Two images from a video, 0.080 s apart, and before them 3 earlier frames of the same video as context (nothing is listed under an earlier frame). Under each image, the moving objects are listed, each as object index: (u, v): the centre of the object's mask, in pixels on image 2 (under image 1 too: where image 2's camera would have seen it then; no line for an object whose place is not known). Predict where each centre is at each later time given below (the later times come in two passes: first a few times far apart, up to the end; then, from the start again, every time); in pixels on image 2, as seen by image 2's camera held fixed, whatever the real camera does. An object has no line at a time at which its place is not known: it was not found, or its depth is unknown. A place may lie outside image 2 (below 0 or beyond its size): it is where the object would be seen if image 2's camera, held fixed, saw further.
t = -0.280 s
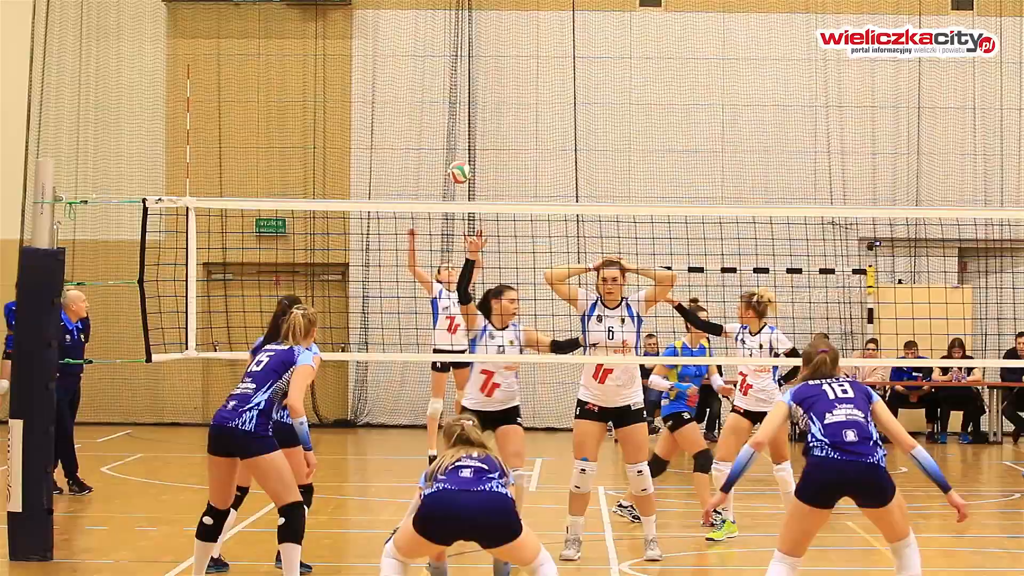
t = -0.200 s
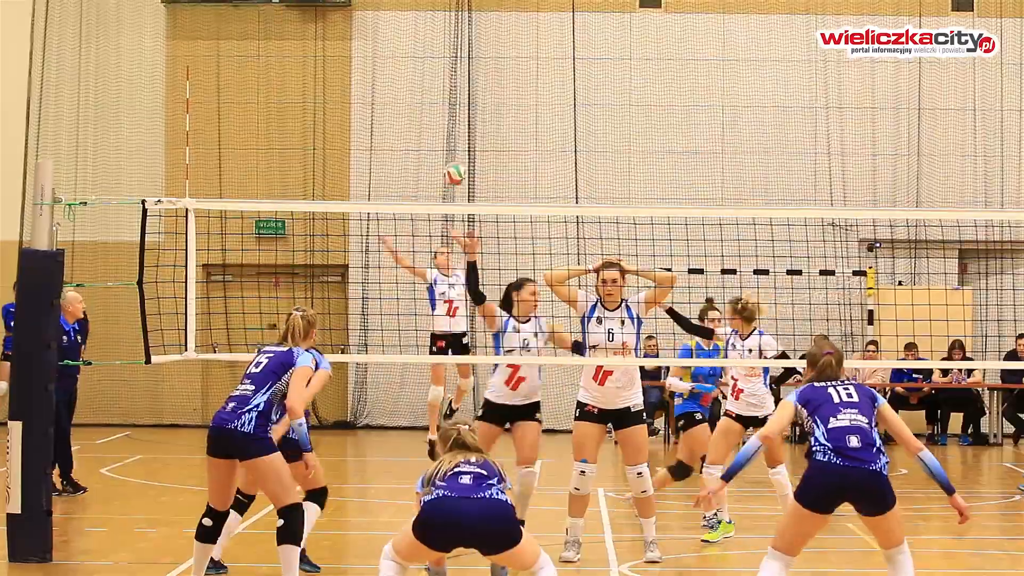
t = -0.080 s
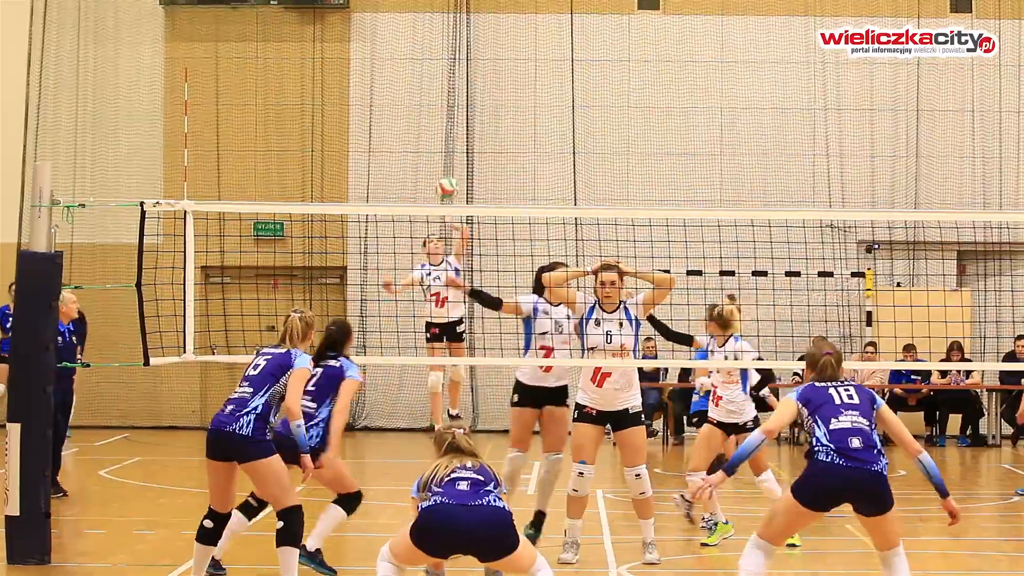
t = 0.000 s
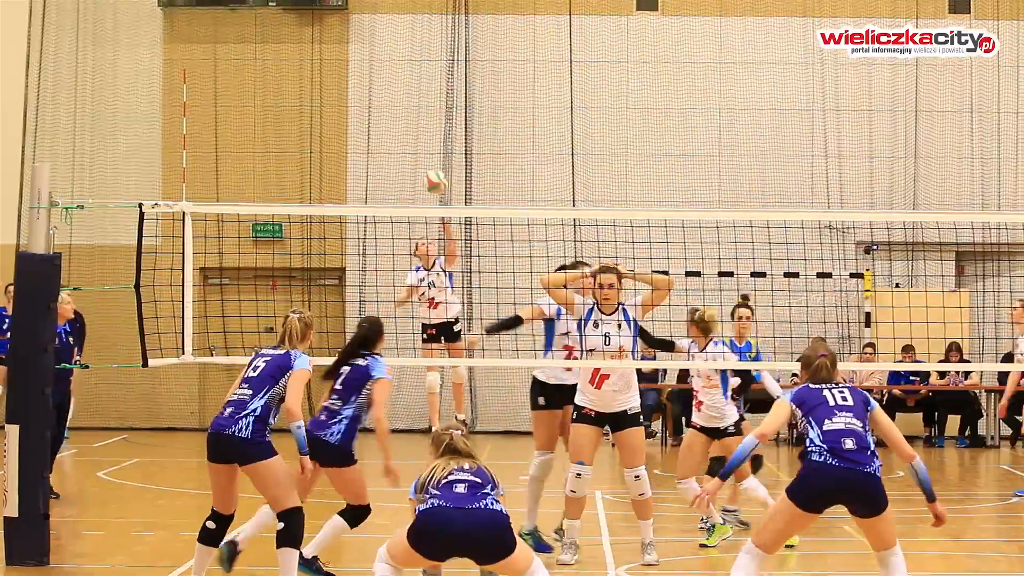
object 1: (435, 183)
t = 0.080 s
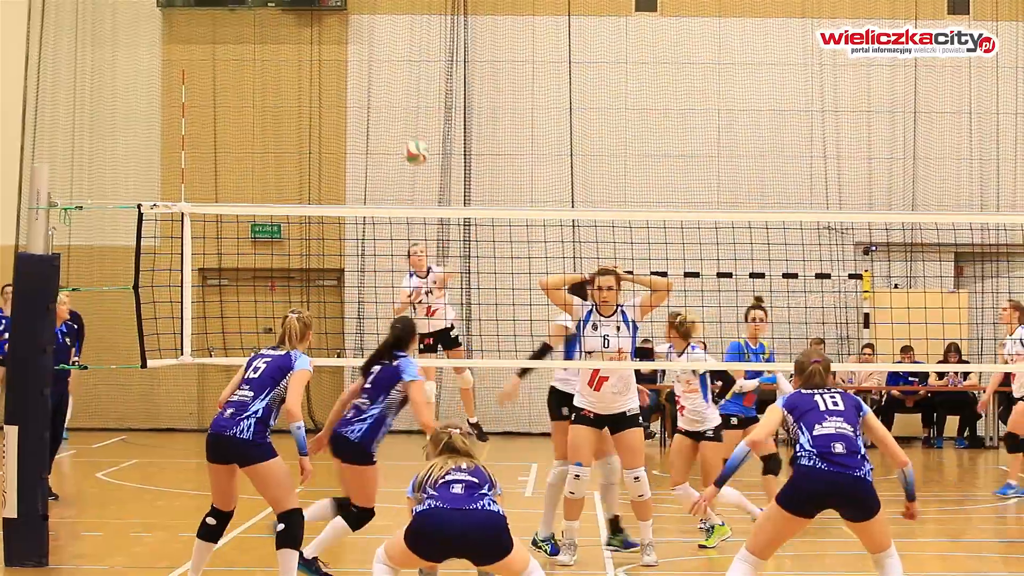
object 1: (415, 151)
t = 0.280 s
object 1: (374, 102)
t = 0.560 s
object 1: (305, 115)
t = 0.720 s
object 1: (260, 175)
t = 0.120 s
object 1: (409, 140)
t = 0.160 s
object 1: (400, 128)
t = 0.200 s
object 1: (392, 118)
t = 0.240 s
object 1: (383, 109)
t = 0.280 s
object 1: (374, 102)
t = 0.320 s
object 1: (365, 97)
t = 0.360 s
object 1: (356, 94)
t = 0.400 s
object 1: (345, 94)
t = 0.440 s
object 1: (335, 96)
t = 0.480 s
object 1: (324, 100)
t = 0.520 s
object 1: (315, 106)
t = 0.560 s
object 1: (305, 115)
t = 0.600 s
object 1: (293, 126)
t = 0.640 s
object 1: (283, 140)
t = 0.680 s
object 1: (272, 156)
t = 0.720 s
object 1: (260, 175)
